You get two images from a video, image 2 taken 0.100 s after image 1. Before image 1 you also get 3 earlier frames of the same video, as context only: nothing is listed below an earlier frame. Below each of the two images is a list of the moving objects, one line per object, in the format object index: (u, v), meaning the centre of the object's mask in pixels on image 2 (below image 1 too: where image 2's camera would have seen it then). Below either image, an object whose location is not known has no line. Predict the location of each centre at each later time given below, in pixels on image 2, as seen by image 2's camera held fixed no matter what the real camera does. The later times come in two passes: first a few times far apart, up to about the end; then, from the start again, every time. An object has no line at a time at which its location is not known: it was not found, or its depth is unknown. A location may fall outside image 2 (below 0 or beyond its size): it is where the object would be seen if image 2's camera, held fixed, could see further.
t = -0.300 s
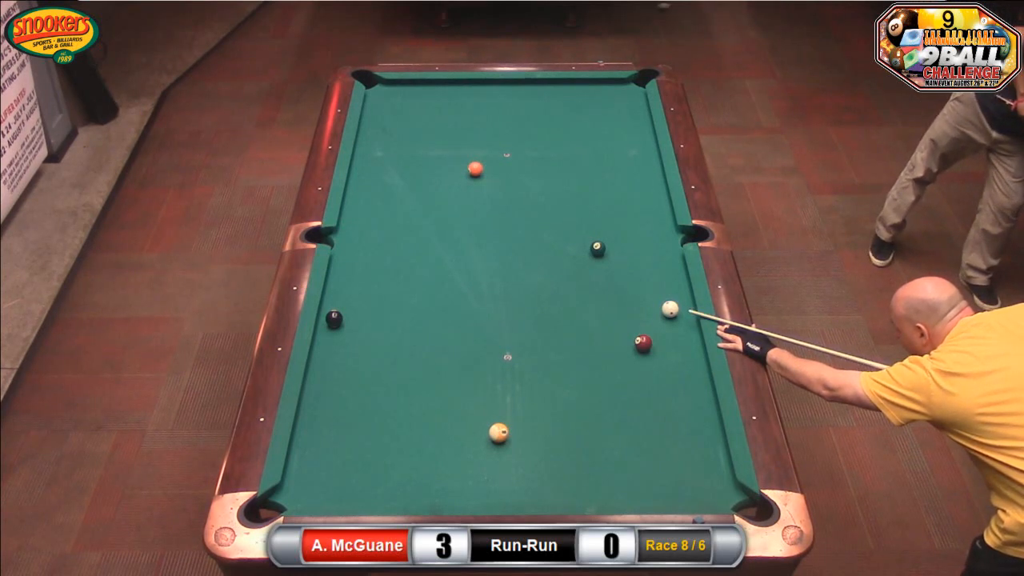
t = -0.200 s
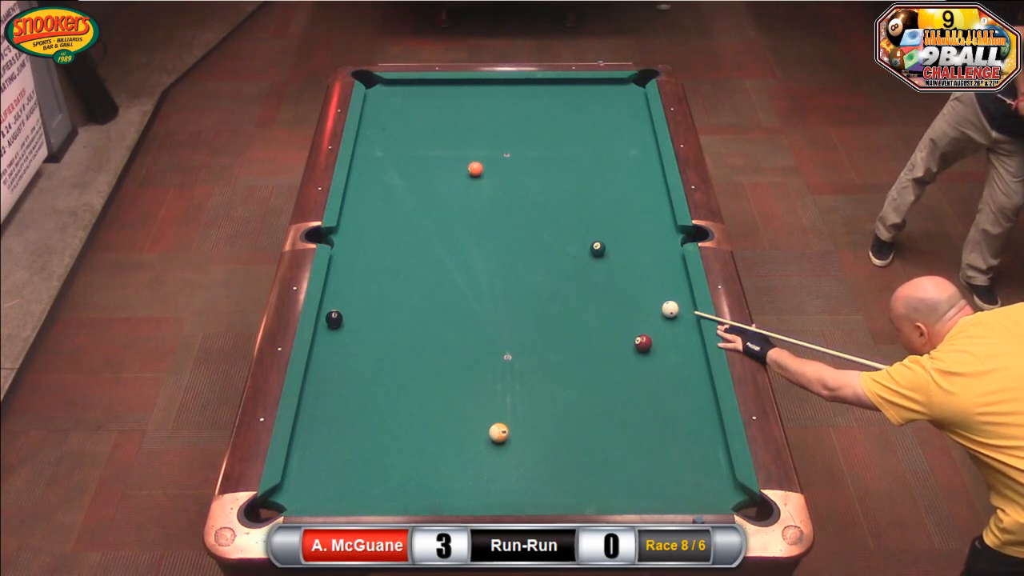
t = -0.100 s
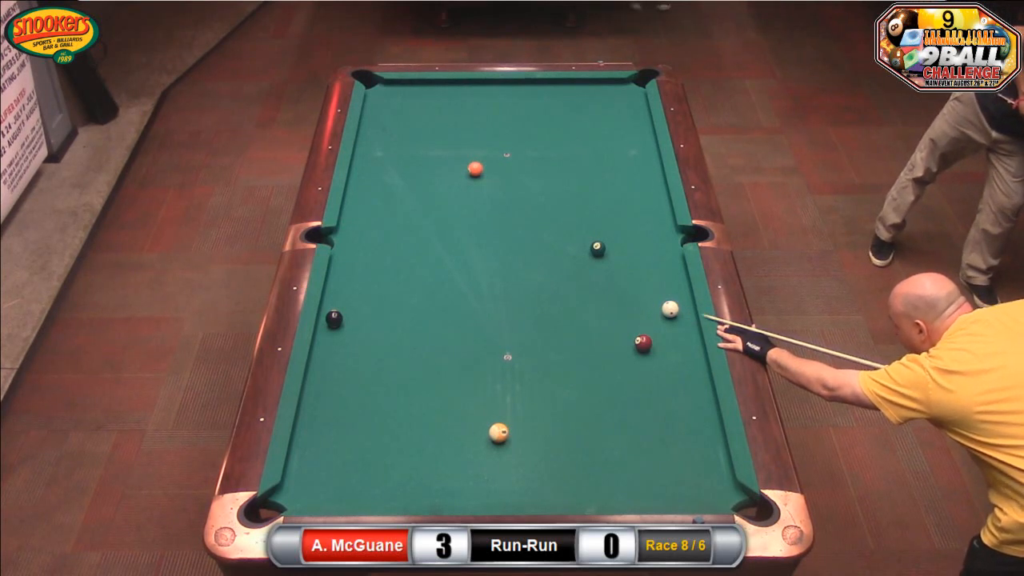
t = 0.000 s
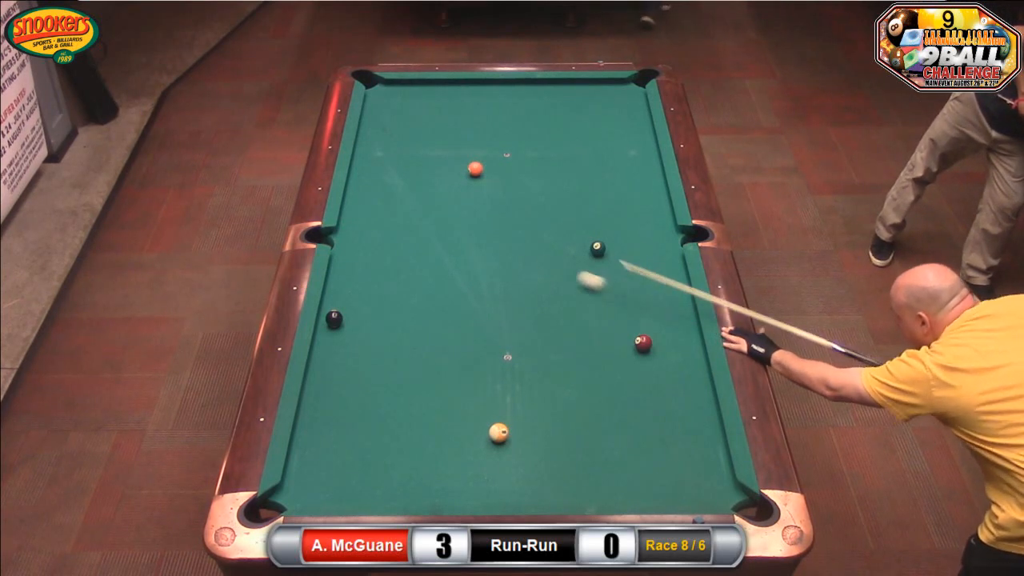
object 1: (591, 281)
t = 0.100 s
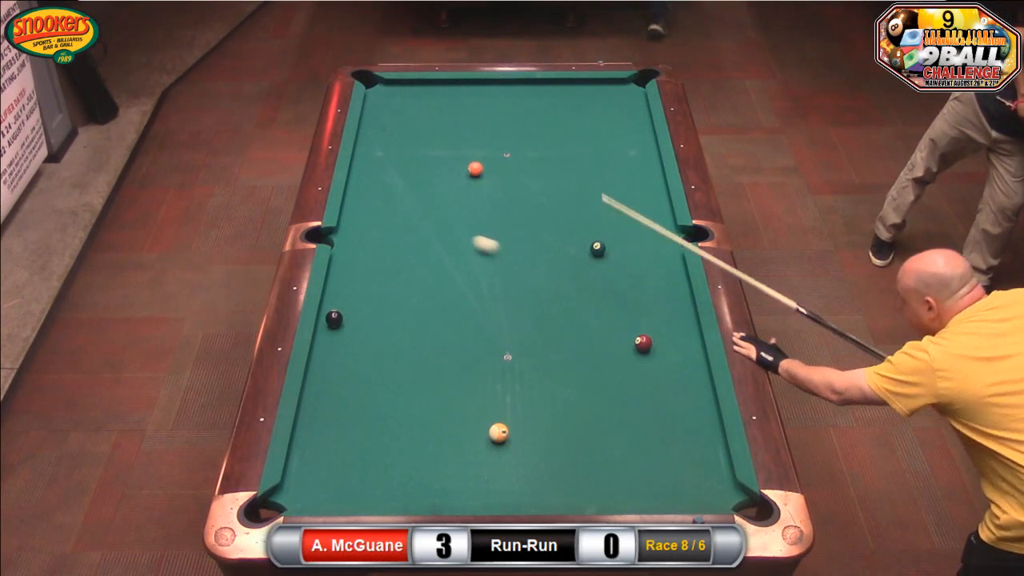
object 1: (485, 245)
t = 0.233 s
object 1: (358, 201)
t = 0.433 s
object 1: (467, 160)
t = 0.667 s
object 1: (576, 121)
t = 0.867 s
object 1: (632, 93)
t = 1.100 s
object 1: (581, 83)
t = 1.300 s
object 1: (556, 89)
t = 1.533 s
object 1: (528, 96)
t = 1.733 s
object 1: (503, 102)
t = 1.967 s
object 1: (476, 109)
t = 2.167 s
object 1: (453, 115)
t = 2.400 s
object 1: (426, 121)
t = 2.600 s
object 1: (403, 126)
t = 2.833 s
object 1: (377, 132)
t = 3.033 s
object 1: (365, 137)
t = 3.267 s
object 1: (378, 141)
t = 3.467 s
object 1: (389, 144)
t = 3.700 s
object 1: (401, 147)
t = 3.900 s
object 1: (411, 150)
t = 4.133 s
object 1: (421, 152)
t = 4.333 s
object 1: (429, 154)
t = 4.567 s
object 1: (438, 156)
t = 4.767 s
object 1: (445, 158)
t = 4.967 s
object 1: (451, 159)
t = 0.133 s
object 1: (452, 233)
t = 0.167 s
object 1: (420, 222)
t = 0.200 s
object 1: (389, 212)
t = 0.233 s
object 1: (358, 201)
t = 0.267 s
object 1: (360, 193)
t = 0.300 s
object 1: (384, 187)
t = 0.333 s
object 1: (407, 180)
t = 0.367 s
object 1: (428, 173)
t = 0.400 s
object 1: (449, 167)
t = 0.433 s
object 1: (467, 160)
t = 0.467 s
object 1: (486, 155)
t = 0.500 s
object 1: (503, 149)
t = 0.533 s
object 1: (518, 143)
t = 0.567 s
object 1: (533, 137)
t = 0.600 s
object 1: (548, 132)
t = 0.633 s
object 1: (562, 126)
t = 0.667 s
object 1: (576, 121)
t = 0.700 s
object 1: (589, 116)
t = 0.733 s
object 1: (603, 110)
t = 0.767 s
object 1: (616, 105)
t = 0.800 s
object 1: (629, 100)
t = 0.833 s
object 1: (640, 95)
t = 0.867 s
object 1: (632, 93)
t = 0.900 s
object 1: (623, 91)
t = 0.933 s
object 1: (614, 90)
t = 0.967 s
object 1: (605, 87)
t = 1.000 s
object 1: (598, 86)
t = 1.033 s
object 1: (591, 83)
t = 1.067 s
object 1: (585, 82)
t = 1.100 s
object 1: (581, 83)
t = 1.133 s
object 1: (577, 84)
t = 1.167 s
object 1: (573, 85)
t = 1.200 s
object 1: (568, 87)
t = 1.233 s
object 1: (564, 87)
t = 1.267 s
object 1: (560, 88)
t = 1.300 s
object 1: (556, 89)
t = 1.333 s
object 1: (552, 90)
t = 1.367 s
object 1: (548, 91)
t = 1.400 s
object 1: (544, 92)
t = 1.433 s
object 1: (540, 93)
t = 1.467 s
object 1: (536, 94)
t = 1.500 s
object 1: (532, 95)
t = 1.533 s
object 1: (528, 96)
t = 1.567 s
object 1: (524, 97)
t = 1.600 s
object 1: (519, 98)
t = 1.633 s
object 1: (515, 99)
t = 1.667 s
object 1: (511, 100)
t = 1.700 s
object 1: (508, 101)
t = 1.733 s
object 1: (503, 102)
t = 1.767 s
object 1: (499, 103)
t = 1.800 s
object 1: (496, 104)
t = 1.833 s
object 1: (492, 105)
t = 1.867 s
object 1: (488, 106)
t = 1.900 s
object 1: (484, 107)
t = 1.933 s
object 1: (480, 108)
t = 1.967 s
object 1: (476, 109)
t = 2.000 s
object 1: (472, 110)
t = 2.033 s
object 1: (468, 111)
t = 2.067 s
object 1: (464, 112)
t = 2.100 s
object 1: (460, 113)
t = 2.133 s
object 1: (456, 114)
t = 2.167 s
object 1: (453, 115)
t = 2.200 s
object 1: (449, 115)
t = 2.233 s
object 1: (445, 116)
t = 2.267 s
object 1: (441, 117)
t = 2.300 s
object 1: (437, 118)
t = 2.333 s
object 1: (433, 119)
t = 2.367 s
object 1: (429, 120)
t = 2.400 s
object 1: (426, 121)
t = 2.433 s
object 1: (422, 122)
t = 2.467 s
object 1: (418, 123)
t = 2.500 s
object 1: (414, 124)
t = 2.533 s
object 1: (410, 124)
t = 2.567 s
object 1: (407, 125)
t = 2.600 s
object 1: (403, 126)
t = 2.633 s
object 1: (399, 127)
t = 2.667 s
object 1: (395, 128)
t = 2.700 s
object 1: (392, 129)
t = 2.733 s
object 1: (388, 130)
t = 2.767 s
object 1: (385, 131)
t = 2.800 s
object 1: (381, 132)
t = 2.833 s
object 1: (377, 132)
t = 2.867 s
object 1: (374, 133)
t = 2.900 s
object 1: (370, 134)
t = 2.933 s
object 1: (366, 135)
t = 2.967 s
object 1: (363, 136)
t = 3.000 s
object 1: (363, 136)
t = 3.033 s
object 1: (365, 137)
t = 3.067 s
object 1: (367, 138)
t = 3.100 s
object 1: (369, 138)
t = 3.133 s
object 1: (371, 139)
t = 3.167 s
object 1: (372, 139)
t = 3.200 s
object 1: (374, 140)
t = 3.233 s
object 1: (376, 140)
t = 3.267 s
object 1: (378, 141)
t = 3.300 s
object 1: (380, 142)
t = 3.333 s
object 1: (382, 142)
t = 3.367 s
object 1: (384, 143)
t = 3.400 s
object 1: (386, 143)
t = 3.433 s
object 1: (387, 144)
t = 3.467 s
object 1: (389, 144)
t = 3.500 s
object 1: (391, 144)
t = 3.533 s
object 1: (392, 145)
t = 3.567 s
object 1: (394, 145)
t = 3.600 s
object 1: (396, 146)
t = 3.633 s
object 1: (397, 146)
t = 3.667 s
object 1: (399, 147)
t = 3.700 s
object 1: (401, 147)
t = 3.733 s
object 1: (403, 148)
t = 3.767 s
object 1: (404, 148)
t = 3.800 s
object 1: (406, 148)
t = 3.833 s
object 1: (407, 149)
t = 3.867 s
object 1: (409, 149)
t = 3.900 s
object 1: (411, 150)
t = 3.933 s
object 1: (412, 150)
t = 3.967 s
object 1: (414, 150)
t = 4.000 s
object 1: (415, 151)
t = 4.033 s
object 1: (417, 151)
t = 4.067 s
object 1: (418, 151)
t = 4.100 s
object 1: (420, 152)
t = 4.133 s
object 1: (421, 152)
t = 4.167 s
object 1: (423, 153)
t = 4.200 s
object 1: (424, 153)
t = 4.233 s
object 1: (425, 153)
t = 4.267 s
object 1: (427, 154)
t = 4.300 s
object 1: (428, 154)
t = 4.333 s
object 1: (429, 154)
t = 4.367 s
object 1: (431, 155)
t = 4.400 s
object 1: (432, 155)
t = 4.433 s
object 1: (433, 155)
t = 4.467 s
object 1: (434, 156)
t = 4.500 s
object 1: (436, 156)
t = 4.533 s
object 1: (437, 156)
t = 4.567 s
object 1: (438, 156)
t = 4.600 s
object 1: (439, 157)
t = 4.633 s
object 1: (440, 157)
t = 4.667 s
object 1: (442, 157)
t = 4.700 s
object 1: (443, 157)
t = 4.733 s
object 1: (444, 158)
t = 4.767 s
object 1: (445, 158)
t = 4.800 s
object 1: (446, 158)
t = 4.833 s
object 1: (447, 159)
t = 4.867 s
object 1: (448, 159)
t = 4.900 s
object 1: (449, 159)
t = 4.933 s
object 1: (450, 159)
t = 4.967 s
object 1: (451, 159)
